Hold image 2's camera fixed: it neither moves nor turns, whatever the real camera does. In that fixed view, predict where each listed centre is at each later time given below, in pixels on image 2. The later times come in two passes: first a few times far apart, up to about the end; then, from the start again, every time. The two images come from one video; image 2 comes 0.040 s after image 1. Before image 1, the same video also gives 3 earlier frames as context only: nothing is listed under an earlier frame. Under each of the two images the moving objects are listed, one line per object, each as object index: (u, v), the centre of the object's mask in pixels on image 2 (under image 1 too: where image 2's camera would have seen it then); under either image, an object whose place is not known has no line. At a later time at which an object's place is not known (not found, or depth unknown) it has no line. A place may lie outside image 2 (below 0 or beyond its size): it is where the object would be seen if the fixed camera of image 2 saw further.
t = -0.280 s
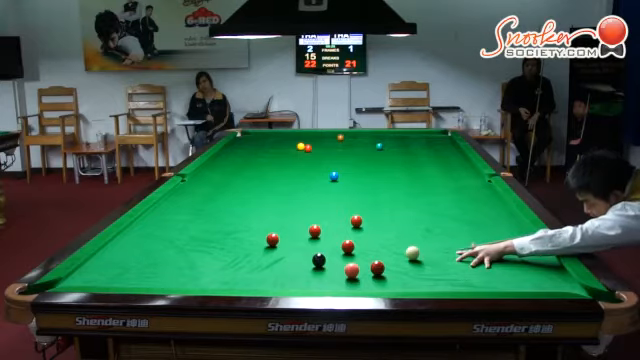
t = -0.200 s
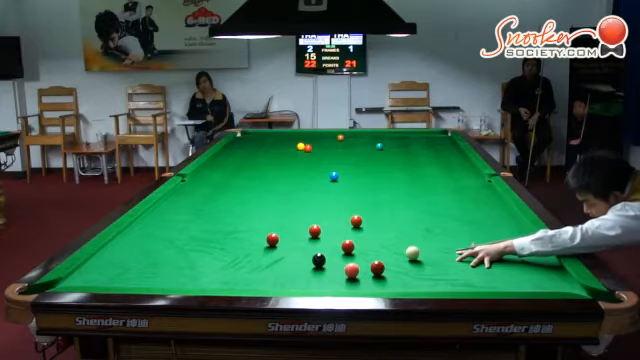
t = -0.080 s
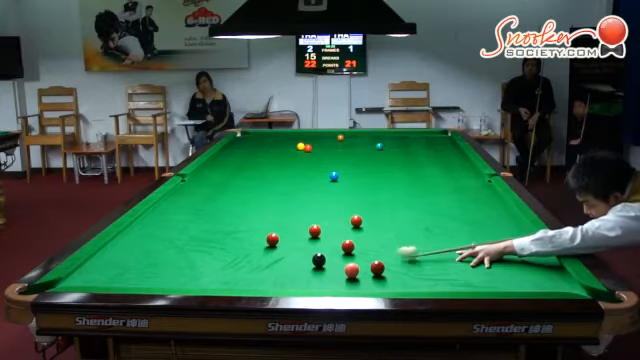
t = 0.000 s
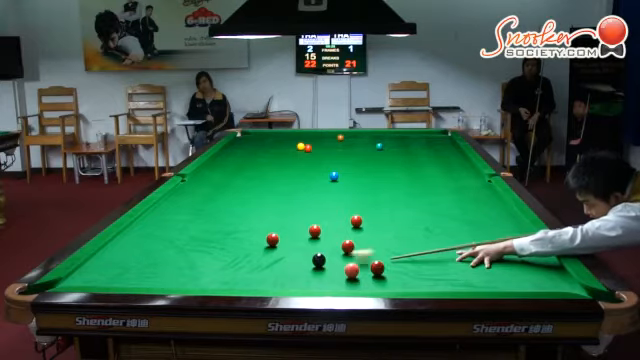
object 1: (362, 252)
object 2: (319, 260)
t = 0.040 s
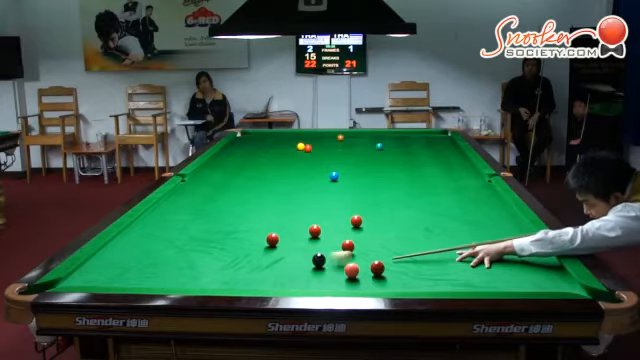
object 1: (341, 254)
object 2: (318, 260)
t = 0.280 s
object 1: (338, 254)
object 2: (219, 270)
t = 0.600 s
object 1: (349, 251)
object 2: (88, 281)
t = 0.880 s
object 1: (358, 250)
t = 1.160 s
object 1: (365, 248)
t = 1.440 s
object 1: (370, 248)
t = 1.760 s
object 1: (374, 247)
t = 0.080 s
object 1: (332, 257)
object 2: (307, 260)
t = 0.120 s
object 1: (332, 257)
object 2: (288, 262)
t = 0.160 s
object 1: (333, 256)
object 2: (270, 263)
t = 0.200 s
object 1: (335, 255)
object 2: (253, 266)
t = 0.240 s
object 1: (337, 255)
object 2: (235, 268)
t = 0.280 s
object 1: (338, 254)
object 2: (219, 270)
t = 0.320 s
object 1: (340, 254)
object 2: (203, 271)
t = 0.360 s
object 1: (341, 254)
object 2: (187, 273)
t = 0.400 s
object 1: (343, 253)
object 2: (171, 274)
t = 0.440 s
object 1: (344, 253)
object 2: (154, 276)
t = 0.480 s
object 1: (346, 252)
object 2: (138, 278)
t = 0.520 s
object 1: (347, 252)
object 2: (121, 279)
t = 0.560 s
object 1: (348, 251)
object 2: (104, 280)
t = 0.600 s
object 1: (349, 251)
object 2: (88, 281)
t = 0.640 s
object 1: (351, 251)
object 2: (72, 282)
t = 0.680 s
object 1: (352, 250)
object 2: (56, 283)
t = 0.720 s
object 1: (353, 250)
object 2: (44, 288)
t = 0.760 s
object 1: (355, 250)
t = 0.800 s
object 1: (356, 250)
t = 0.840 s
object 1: (357, 250)
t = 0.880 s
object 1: (358, 250)
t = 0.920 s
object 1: (360, 249)
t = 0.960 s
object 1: (360, 249)
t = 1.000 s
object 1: (361, 249)
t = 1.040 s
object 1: (363, 249)
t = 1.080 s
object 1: (363, 249)
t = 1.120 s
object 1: (365, 249)
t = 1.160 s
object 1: (365, 248)
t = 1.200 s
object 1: (366, 248)
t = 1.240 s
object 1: (367, 248)
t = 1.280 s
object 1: (368, 248)
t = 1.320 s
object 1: (368, 248)
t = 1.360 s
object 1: (369, 248)
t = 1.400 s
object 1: (370, 248)
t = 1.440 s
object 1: (370, 248)
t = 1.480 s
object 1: (371, 248)
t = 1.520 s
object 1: (371, 248)
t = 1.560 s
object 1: (372, 247)
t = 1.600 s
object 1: (372, 247)
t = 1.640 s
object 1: (373, 247)
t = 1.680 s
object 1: (373, 247)
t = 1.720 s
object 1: (374, 247)
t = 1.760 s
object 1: (374, 247)
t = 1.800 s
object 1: (374, 247)
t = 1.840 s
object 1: (374, 247)
